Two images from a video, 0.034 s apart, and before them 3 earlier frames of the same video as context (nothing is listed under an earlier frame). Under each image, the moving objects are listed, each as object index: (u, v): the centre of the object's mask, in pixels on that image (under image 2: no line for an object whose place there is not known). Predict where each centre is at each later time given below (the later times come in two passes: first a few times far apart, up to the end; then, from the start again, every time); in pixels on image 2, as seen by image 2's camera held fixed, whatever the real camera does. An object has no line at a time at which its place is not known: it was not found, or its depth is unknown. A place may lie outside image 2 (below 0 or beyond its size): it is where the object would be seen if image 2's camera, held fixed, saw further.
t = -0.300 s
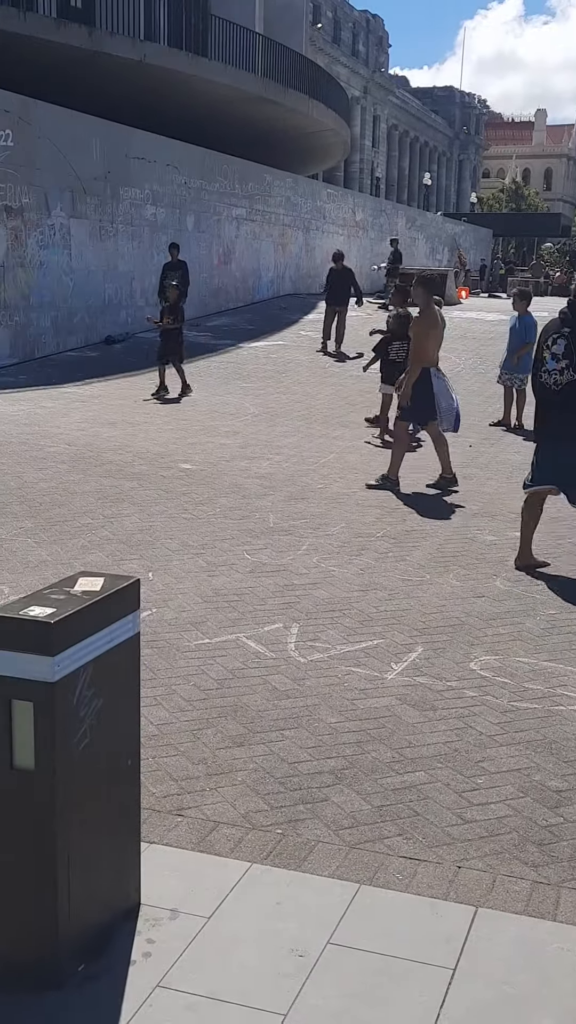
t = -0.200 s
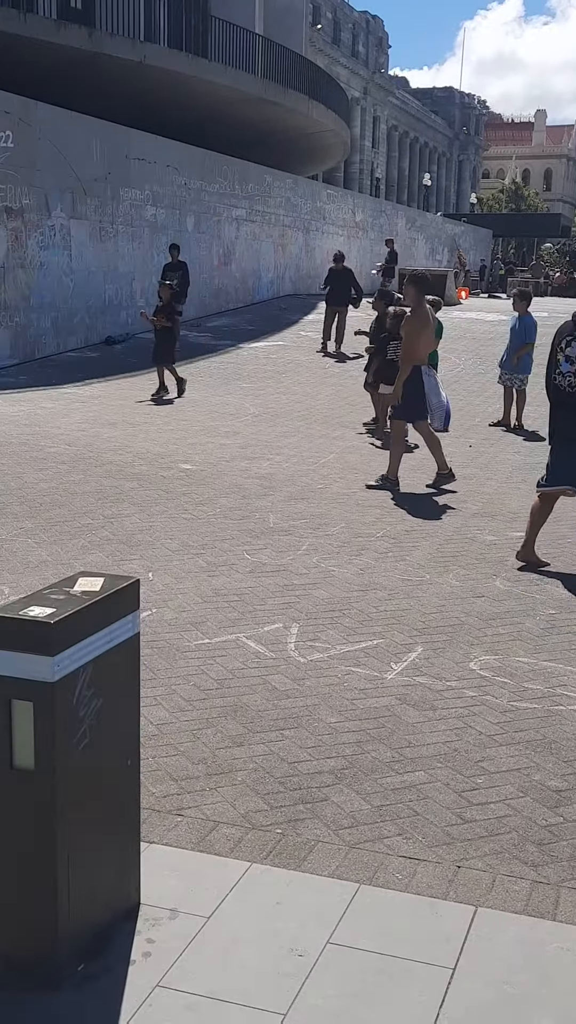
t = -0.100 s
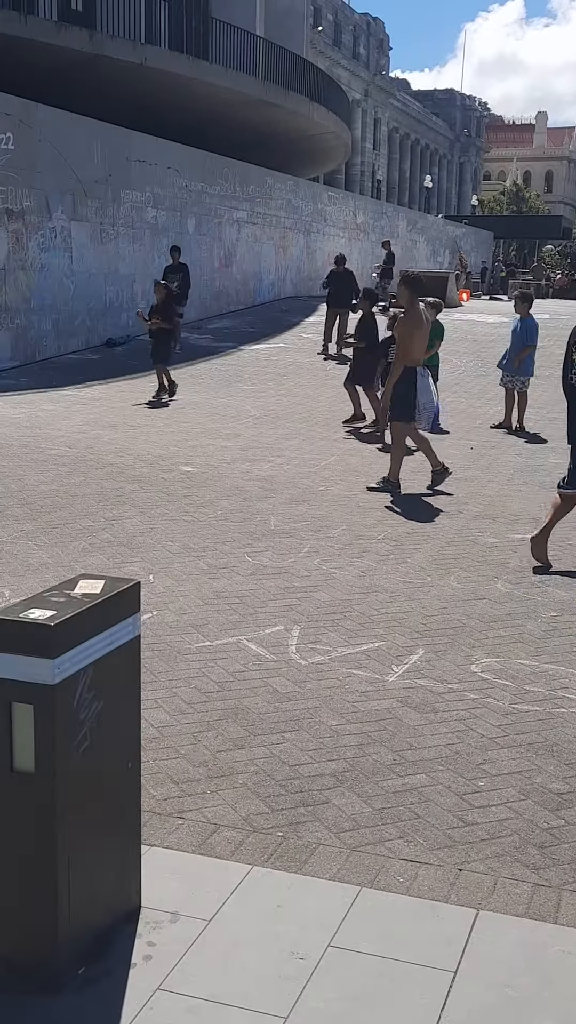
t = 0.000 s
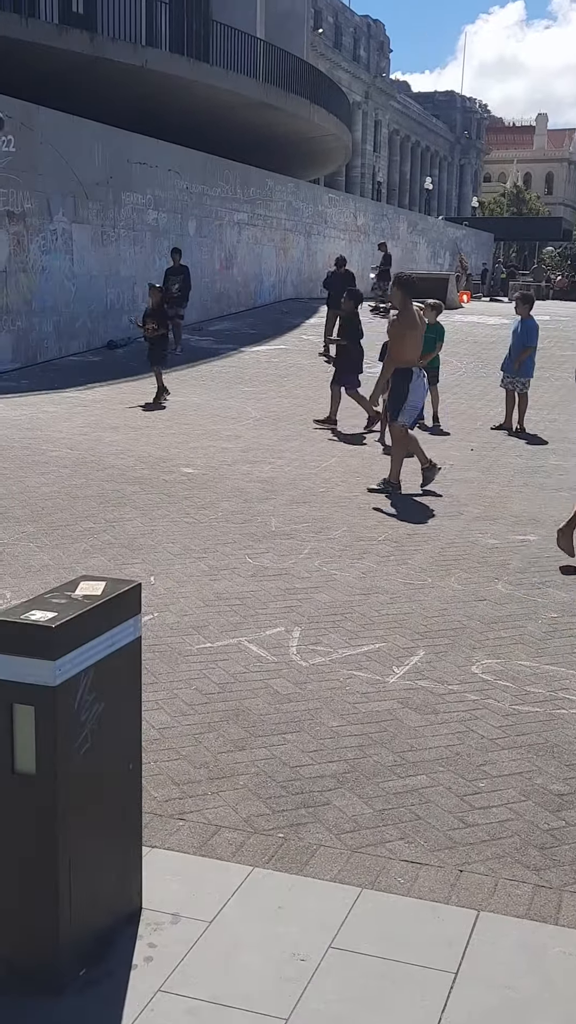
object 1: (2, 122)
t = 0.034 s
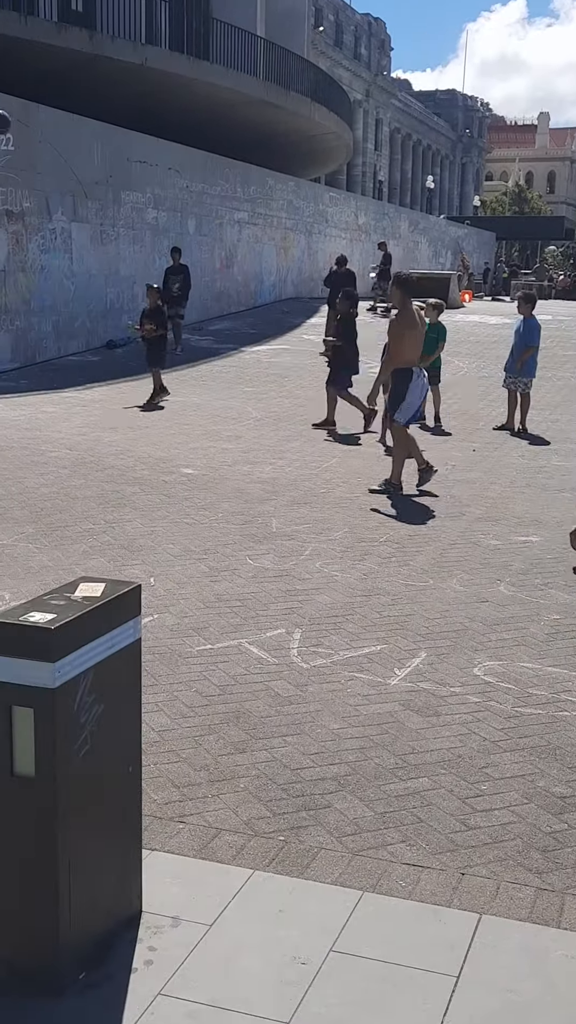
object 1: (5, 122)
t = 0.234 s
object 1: (46, 157)
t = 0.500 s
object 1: (107, 267)
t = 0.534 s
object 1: (115, 285)
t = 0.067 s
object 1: (9, 125)
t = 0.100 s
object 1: (15, 129)
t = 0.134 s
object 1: (24, 135)
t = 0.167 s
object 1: (33, 141)
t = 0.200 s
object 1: (39, 149)
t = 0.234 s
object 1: (46, 157)
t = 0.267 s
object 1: (54, 167)
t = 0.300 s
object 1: (62, 177)
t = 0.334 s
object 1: (69, 188)
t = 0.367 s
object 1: (77, 202)
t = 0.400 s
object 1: (84, 217)
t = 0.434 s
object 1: (92, 232)
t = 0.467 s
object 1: (100, 248)
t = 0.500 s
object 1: (107, 267)
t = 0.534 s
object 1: (115, 285)
